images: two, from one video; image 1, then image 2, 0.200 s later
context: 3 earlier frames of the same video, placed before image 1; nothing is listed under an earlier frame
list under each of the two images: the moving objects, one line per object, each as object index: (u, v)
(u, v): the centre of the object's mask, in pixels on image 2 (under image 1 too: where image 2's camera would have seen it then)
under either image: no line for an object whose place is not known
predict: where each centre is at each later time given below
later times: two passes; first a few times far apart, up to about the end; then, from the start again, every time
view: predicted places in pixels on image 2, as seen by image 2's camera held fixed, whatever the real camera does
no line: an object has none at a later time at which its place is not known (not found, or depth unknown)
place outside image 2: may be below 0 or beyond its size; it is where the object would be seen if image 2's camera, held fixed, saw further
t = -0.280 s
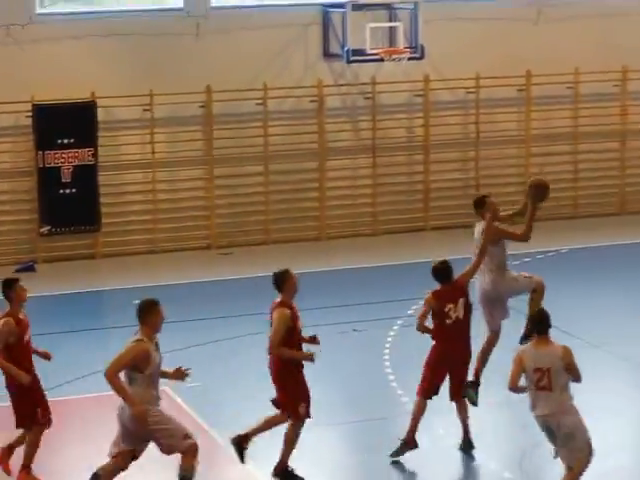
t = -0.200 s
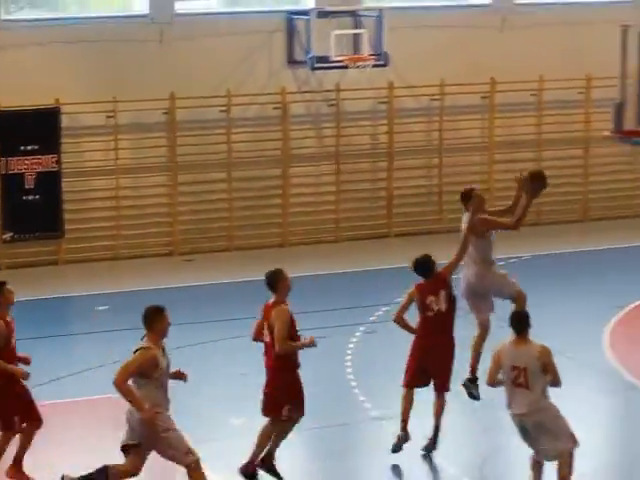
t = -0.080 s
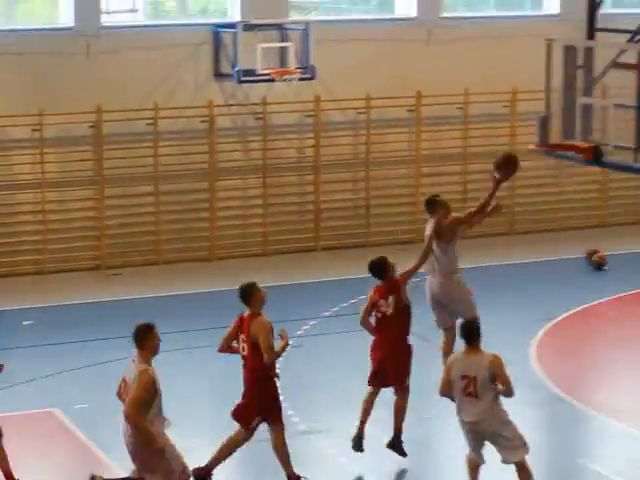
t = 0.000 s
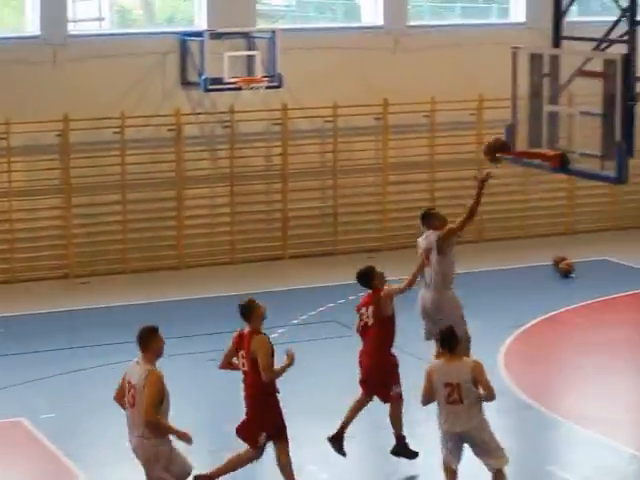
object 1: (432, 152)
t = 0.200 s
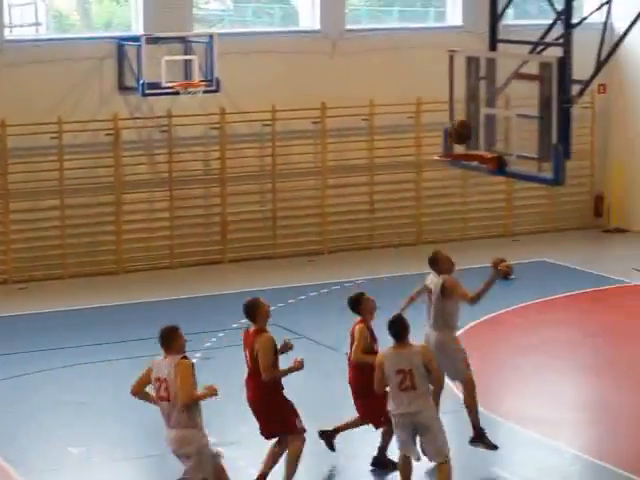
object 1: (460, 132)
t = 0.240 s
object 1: (459, 133)
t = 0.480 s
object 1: (456, 157)
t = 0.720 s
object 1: (472, 189)
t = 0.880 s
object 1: (481, 222)
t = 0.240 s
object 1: (459, 133)
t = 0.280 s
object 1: (453, 137)
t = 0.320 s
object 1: (449, 143)
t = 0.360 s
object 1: (448, 147)
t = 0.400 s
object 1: (450, 147)
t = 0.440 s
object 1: (453, 150)
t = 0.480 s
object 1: (456, 157)
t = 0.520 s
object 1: (458, 164)
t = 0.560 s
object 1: (460, 171)
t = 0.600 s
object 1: (465, 176)
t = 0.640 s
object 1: (467, 180)
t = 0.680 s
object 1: (469, 184)
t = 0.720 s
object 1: (472, 189)
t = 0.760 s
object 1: (475, 194)
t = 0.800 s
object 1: (476, 203)
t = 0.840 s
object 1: (479, 211)
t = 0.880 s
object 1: (481, 222)
